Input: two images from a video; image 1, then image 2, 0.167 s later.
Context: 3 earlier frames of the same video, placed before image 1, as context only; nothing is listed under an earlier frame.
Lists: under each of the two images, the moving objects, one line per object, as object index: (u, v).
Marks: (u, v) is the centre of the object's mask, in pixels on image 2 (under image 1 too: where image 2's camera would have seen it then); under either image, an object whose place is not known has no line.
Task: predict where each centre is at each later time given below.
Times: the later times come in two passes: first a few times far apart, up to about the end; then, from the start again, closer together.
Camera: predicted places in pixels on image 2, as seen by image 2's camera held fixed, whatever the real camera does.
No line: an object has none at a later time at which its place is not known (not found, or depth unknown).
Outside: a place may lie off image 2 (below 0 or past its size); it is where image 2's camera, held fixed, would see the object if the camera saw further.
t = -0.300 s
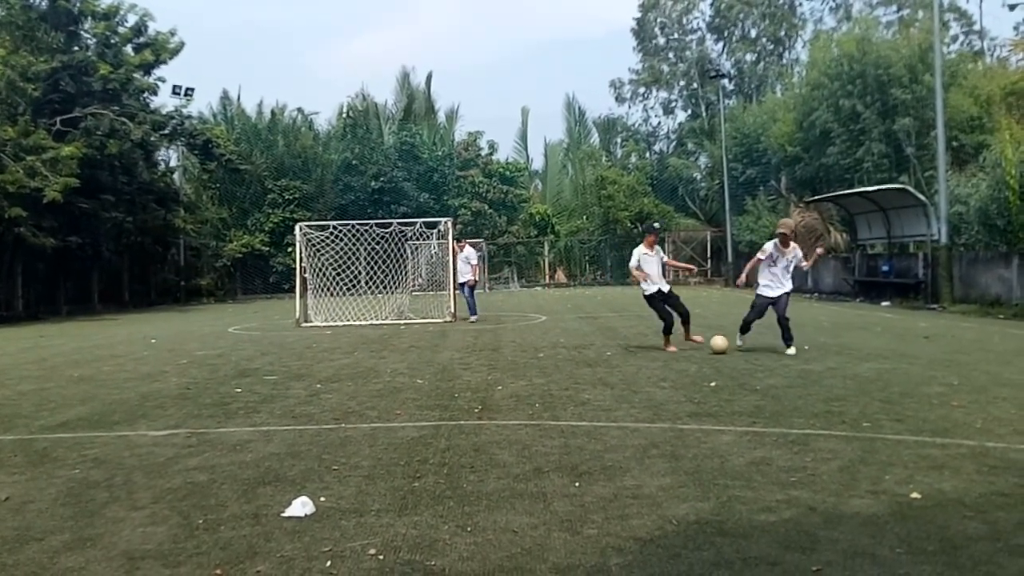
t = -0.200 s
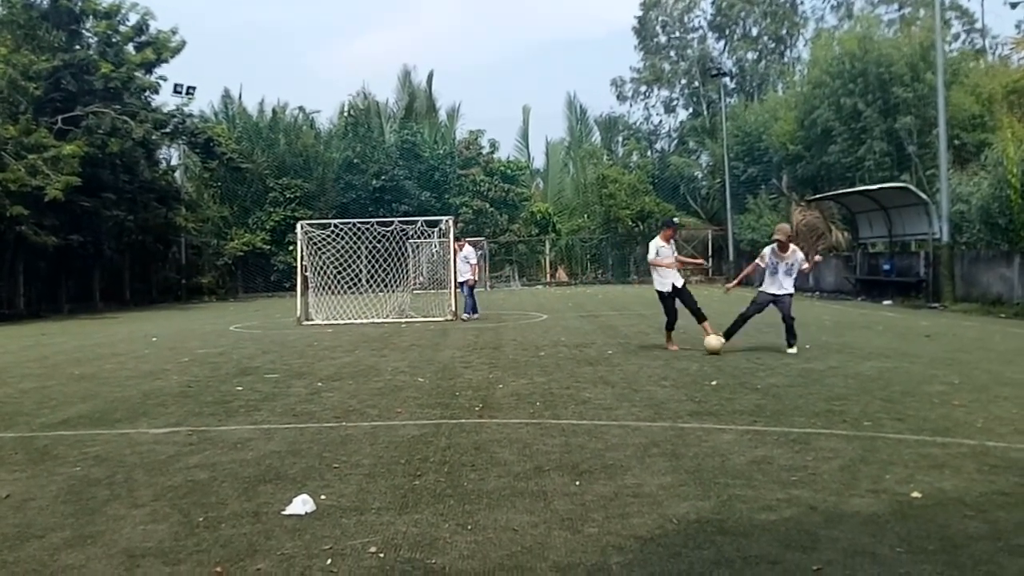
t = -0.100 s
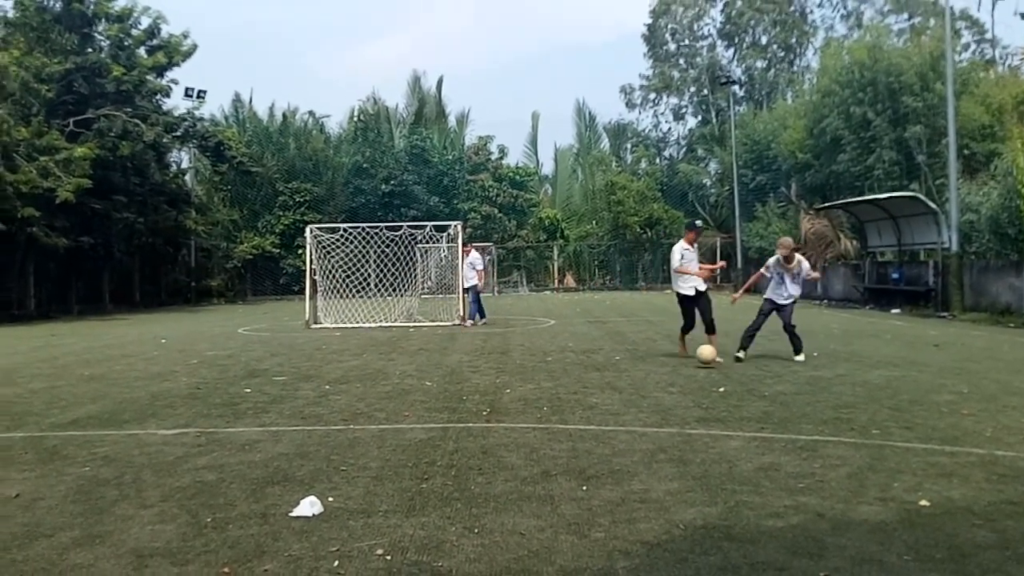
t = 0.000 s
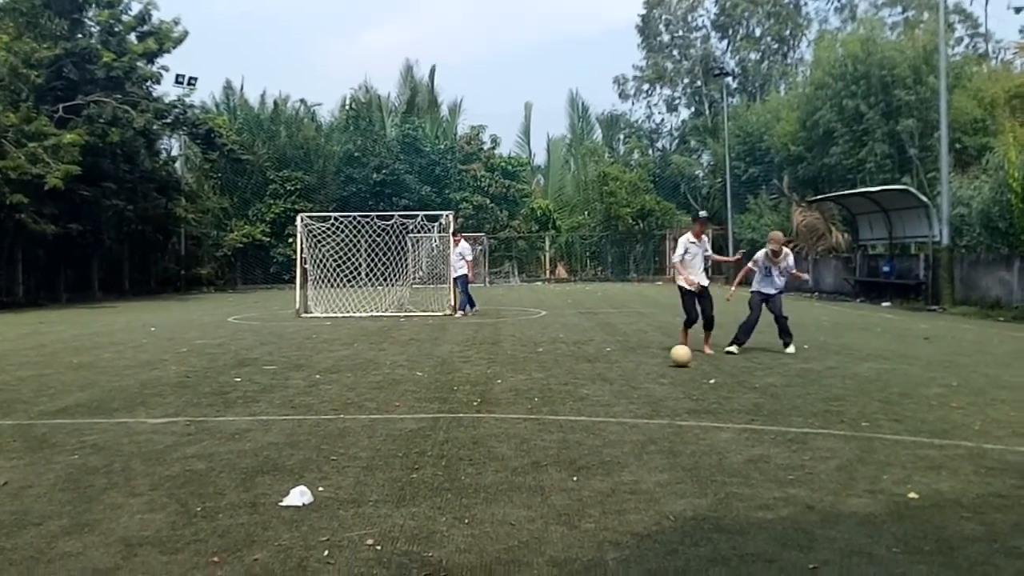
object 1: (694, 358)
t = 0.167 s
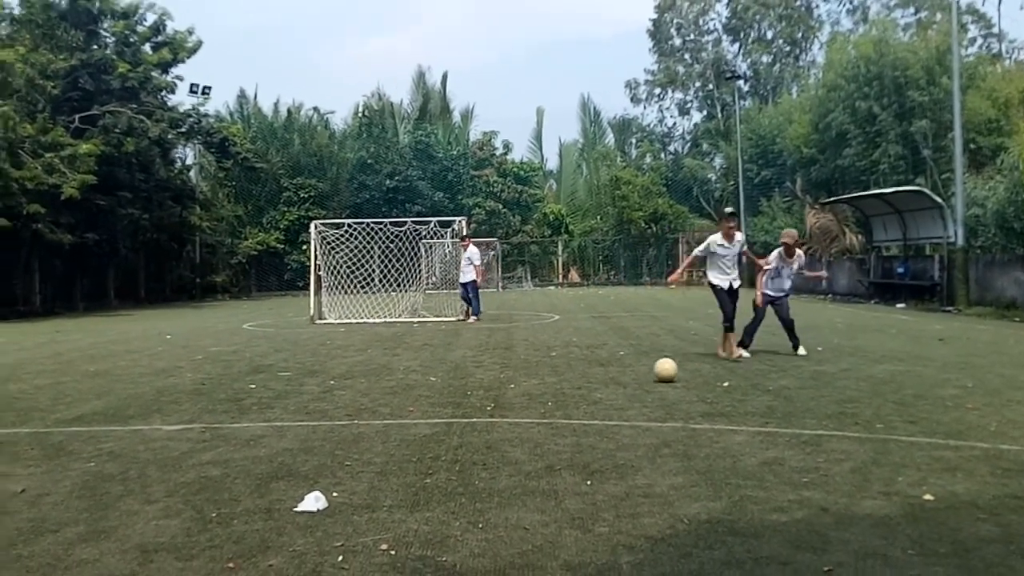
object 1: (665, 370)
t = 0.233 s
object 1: (653, 375)
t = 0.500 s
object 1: (598, 389)
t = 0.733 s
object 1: (537, 415)
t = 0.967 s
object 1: (452, 447)
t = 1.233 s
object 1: (312, 498)
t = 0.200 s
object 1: (659, 372)
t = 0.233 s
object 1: (653, 375)
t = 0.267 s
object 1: (647, 377)
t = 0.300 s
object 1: (641, 378)
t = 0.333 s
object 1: (634, 380)
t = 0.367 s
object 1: (628, 384)
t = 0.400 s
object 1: (621, 385)
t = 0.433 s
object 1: (614, 385)
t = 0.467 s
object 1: (606, 386)
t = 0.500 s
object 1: (598, 389)
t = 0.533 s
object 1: (590, 394)
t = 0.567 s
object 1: (582, 400)
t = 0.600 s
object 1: (573, 400)
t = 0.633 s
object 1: (565, 402)
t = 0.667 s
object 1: (556, 405)
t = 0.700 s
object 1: (546, 411)
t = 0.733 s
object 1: (537, 415)
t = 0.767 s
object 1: (526, 419)
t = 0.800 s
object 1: (516, 423)
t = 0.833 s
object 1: (505, 427)
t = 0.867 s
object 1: (493, 432)
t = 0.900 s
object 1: (479, 437)
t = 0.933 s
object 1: (466, 442)
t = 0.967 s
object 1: (452, 447)
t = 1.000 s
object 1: (438, 451)
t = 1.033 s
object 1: (424, 457)
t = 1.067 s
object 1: (408, 463)
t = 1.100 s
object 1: (391, 469)
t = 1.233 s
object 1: (312, 498)
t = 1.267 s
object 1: (290, 505)
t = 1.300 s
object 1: (266, 516)
